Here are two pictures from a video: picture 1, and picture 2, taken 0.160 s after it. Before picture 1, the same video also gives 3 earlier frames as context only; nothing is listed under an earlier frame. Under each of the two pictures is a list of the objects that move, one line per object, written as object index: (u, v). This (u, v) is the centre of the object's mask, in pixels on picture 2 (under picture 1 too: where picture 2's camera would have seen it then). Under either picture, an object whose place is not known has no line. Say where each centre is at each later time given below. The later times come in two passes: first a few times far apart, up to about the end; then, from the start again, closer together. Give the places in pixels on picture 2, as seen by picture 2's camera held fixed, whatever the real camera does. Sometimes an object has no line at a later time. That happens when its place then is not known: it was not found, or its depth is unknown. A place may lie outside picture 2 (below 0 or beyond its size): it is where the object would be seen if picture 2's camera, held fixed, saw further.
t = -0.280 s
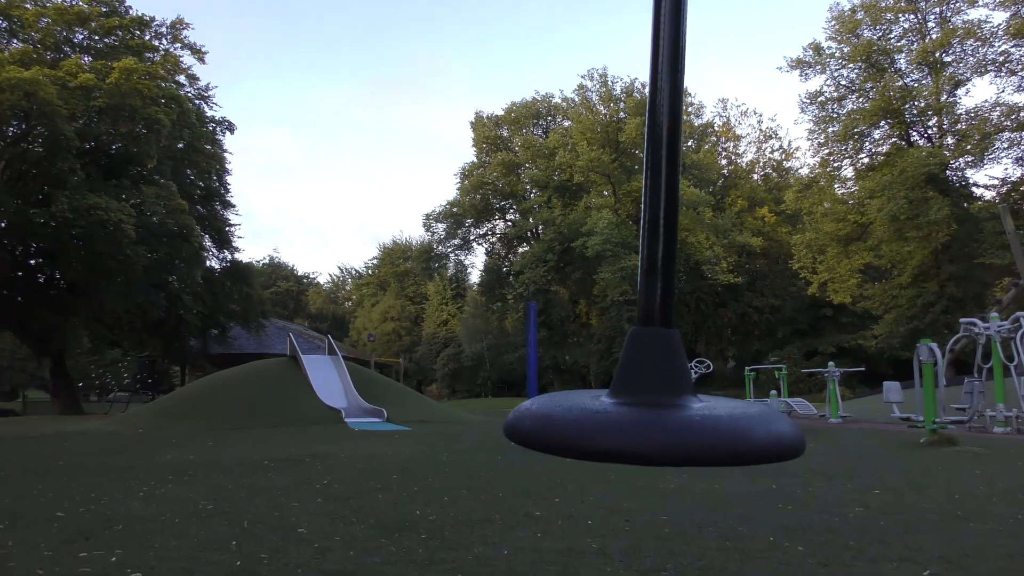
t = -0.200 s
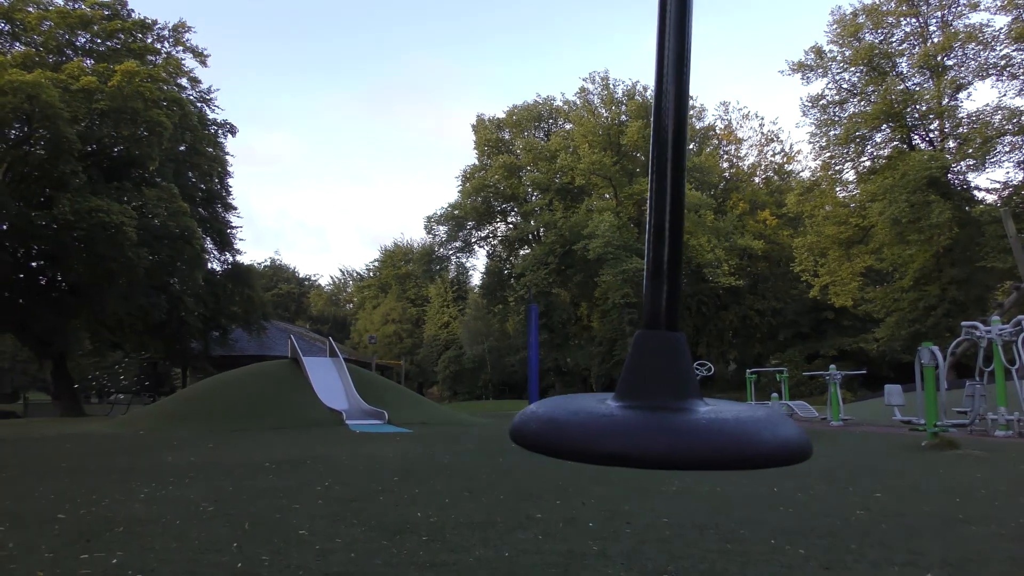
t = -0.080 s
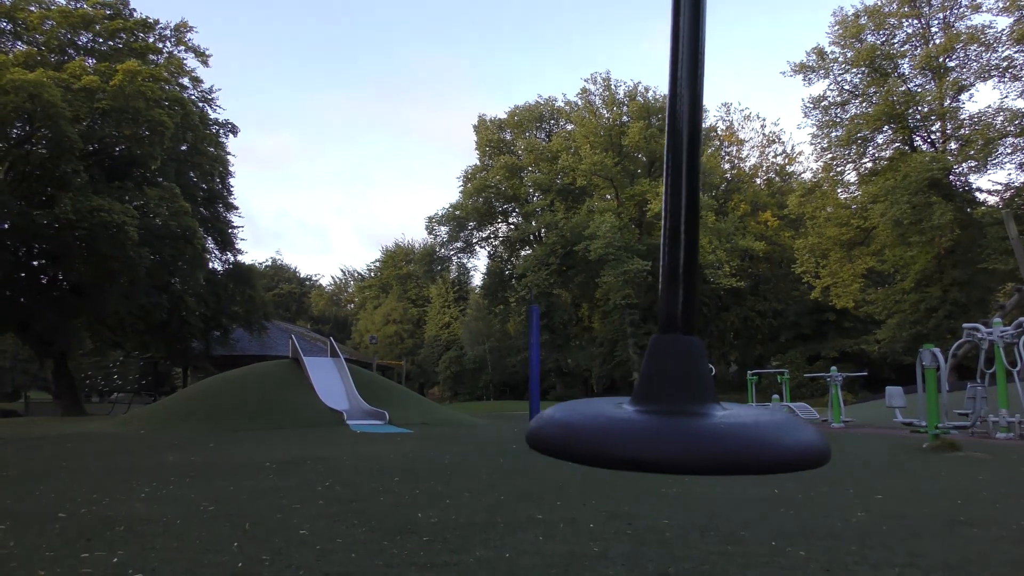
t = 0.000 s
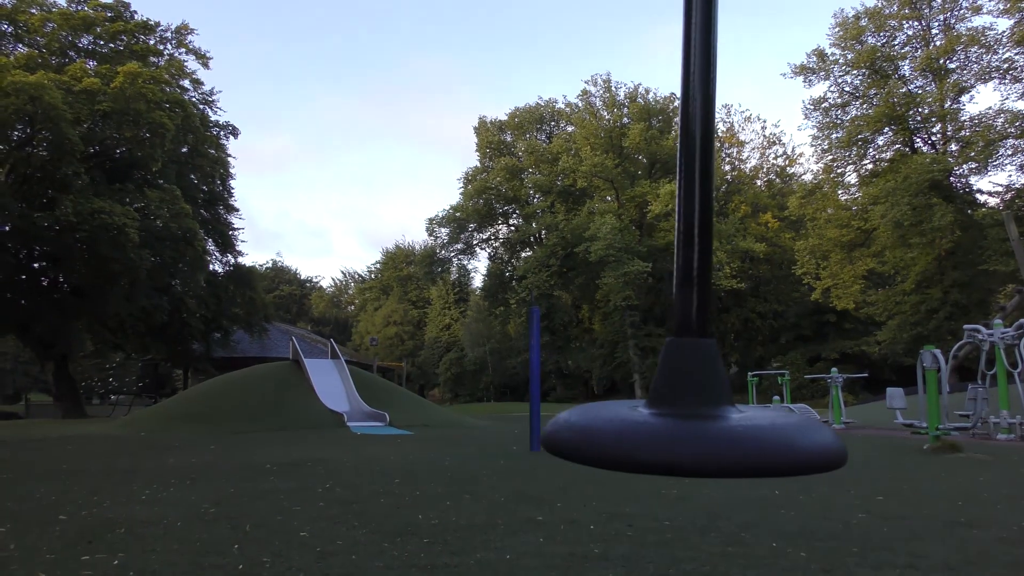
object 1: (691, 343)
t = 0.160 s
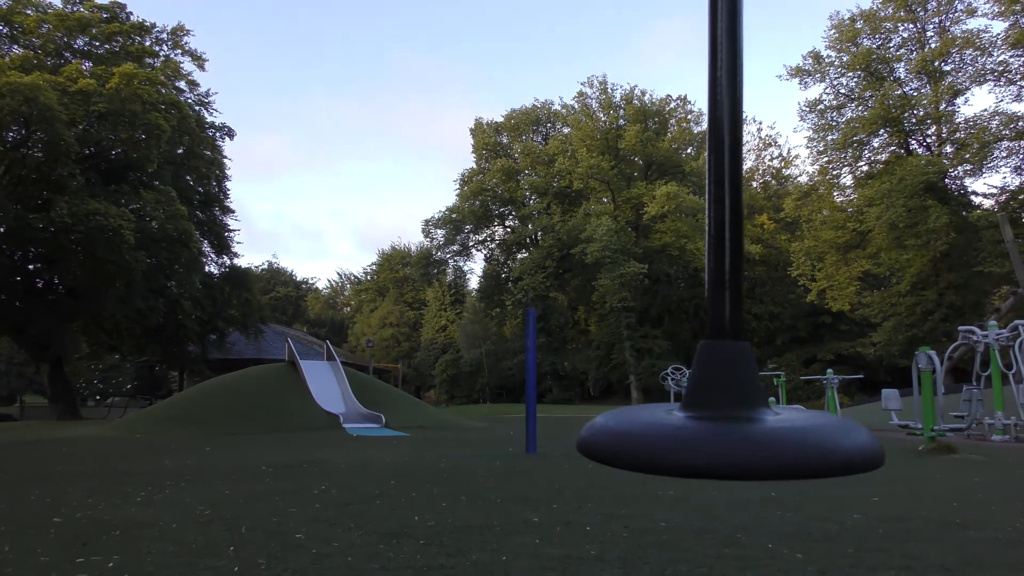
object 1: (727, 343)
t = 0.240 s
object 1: (749, 342)
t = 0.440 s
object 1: (808, 344)
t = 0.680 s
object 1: (867, 344)
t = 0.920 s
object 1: (893, 338)
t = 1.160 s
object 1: (892, 337)
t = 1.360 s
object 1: (868, 338)
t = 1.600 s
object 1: (815, 340)
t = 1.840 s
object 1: (749, 338)
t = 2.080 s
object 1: (689, 335)
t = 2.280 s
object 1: (655, 335)
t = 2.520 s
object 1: (653, 335)
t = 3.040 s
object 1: (768, 339)
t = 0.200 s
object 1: (739, 342)
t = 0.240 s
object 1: (749, 342)
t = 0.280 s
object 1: (762, 342)
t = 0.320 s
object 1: (773, 342)
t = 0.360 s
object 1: (785, 342)
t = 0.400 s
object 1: (797, 342)
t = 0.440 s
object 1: (808, 344)
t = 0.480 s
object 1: (818, 342)
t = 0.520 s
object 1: (829, 342)
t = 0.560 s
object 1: (840, 342)
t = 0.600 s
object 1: (850, 342)
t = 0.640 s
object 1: (857, 344)
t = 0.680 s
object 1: (867, 344)
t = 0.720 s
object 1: (873, 343)
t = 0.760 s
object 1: (878, 341)
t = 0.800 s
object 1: (883, 341)
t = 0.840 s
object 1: (887, 340)
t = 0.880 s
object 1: (889, 340)
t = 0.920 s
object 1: (893, 338)
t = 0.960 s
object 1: (894, 337)
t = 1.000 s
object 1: (895, 337)
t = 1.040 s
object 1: (895, 337)
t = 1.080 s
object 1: (896, 335)
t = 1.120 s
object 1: (895, 336)
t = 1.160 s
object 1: (892, 337)
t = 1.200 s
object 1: (890, 337)
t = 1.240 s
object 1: (887, 338)
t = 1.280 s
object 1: (883, 338)
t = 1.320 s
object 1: (876, 337)
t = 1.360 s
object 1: (868, 338)
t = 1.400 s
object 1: (862, 338)
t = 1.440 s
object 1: (854, 340)
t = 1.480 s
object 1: (845, 338)
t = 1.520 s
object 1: (834, 342)
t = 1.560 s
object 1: (826, 338)
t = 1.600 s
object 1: (815, 340)
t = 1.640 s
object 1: (805, 338)
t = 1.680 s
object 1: (795, 340)
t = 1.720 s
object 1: (783, 339)
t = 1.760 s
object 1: (772, 338)
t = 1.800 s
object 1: (761, 336)
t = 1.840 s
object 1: (749, 338)
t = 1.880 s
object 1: (738, 335)
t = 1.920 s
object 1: (728, 336)
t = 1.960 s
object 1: (718, 333)
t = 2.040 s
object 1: (698, 333)
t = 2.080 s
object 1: (689, 335)
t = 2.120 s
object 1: (681, 335)
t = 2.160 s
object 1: (674, 336)
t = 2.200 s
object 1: (667, 335)
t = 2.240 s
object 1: (661, 335)
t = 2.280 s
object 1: (655, 335)
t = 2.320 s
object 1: (654, 334)
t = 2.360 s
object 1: (651, 334)
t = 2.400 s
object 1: (650, 334)
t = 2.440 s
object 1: (650, 334)
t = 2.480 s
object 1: (651, 335)
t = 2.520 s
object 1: (653, 335)
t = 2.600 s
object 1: (660, 334)
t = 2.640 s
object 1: (666, 335)
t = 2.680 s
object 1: (673, 334)
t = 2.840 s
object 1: (710, 338)
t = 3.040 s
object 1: (768, 339)
